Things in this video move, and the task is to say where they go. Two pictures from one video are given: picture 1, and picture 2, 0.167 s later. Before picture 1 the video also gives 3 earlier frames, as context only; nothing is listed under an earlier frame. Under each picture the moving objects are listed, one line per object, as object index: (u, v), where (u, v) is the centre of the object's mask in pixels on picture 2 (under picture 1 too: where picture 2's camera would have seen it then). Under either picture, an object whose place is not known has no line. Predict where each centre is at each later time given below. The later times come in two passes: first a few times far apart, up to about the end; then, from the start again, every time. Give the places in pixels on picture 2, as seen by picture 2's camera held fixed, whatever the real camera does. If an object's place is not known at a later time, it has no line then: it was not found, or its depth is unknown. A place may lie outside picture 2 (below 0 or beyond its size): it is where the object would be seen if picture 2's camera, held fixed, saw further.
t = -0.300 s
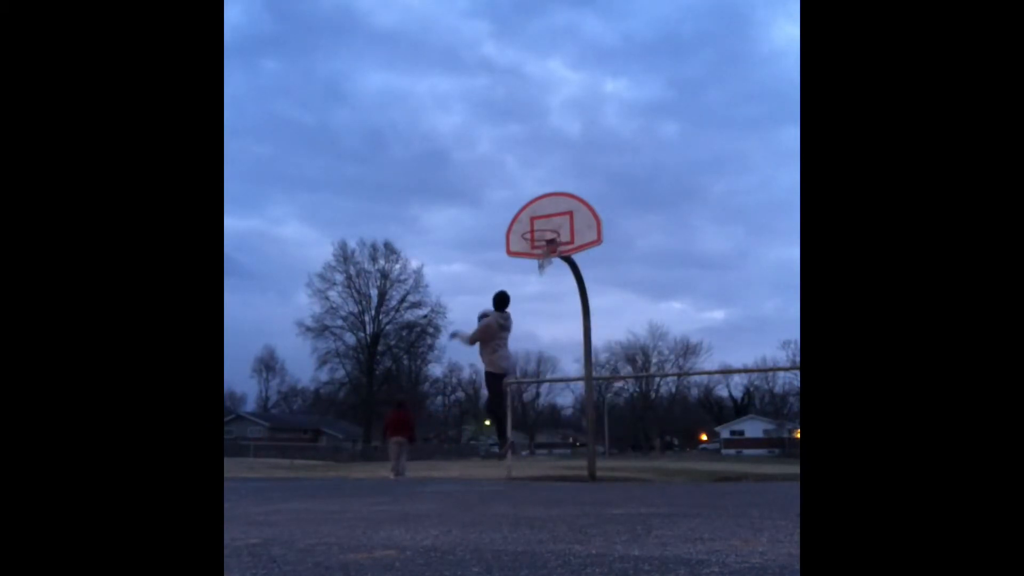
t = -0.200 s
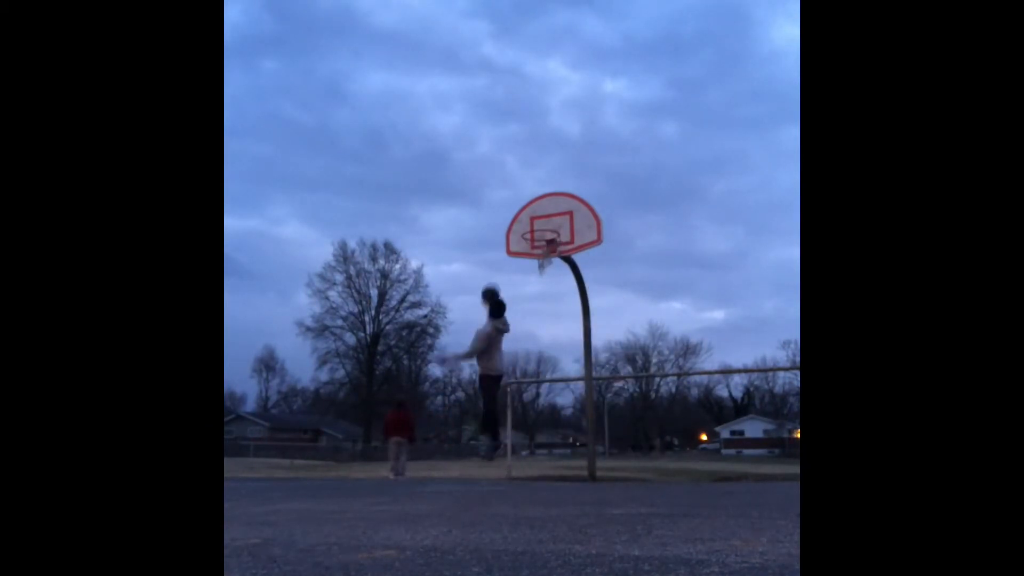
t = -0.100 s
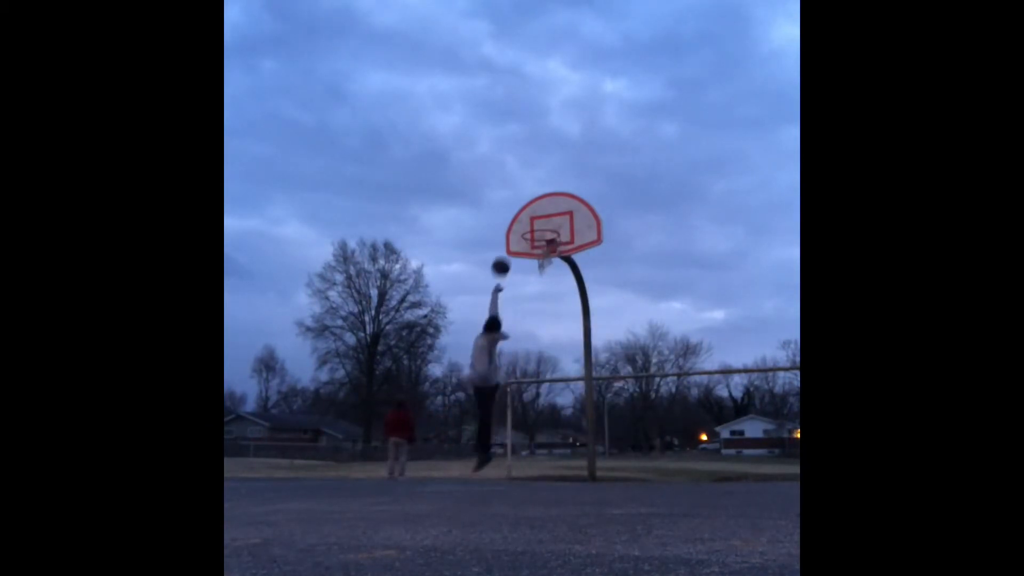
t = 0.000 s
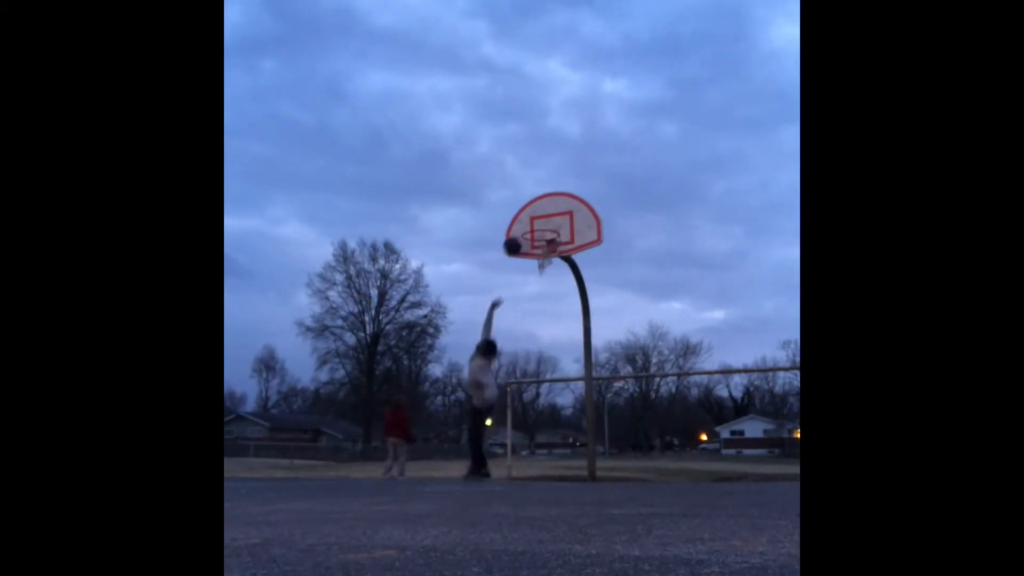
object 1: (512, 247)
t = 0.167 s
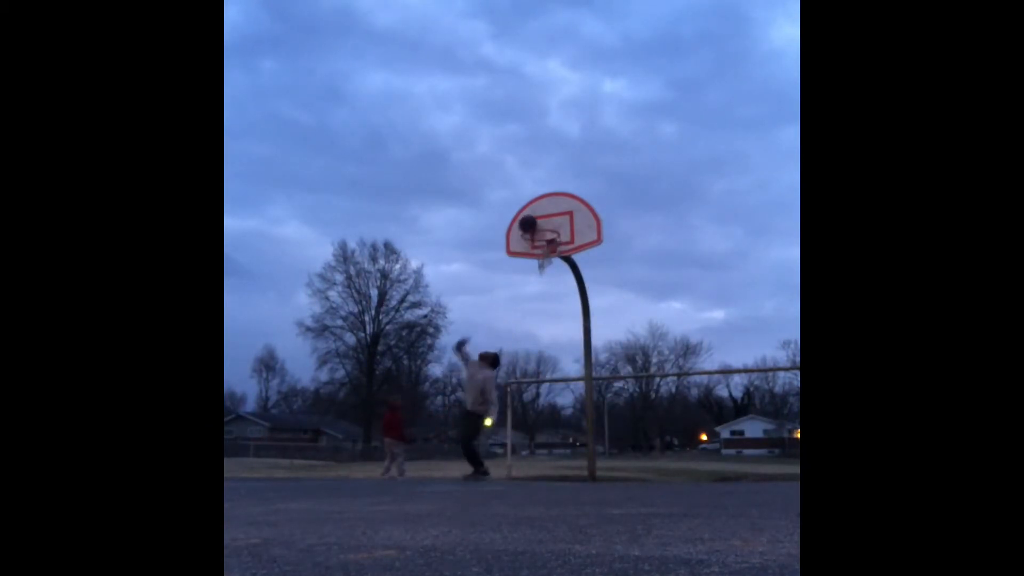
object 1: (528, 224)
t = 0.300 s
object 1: (533, 217)
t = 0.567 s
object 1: (540, 241)
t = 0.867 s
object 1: (540, 260)
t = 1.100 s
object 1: (539, 293)
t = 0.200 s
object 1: (529, 222)
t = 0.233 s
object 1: (530, 219)
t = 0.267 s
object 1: (531, 218)
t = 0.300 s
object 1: (533, 217)
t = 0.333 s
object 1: (534, 217)
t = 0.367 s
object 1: (535, 218)
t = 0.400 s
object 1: (536, 220)
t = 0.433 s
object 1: (538, 222)
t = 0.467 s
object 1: (539, 225)
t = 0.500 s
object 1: (540, 231)
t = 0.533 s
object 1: (540, 235)
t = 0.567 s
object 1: (540, 241)
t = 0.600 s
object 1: (539, 247)
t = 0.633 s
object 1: (539, 253)
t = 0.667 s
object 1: (539, 254)
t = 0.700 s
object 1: (540, 254)
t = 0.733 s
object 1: (540, 255)
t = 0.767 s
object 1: (540, 256)
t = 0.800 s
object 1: (540, 256)
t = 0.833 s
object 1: (540, 258)
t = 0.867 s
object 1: (540, 260)
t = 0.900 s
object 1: (540, 262)
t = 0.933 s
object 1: (540, 265)
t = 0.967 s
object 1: (540, 269)
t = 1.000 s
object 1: (539, 273)
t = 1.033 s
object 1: (539, 279)
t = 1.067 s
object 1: (539, 286)
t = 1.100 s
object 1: (539, 293)
